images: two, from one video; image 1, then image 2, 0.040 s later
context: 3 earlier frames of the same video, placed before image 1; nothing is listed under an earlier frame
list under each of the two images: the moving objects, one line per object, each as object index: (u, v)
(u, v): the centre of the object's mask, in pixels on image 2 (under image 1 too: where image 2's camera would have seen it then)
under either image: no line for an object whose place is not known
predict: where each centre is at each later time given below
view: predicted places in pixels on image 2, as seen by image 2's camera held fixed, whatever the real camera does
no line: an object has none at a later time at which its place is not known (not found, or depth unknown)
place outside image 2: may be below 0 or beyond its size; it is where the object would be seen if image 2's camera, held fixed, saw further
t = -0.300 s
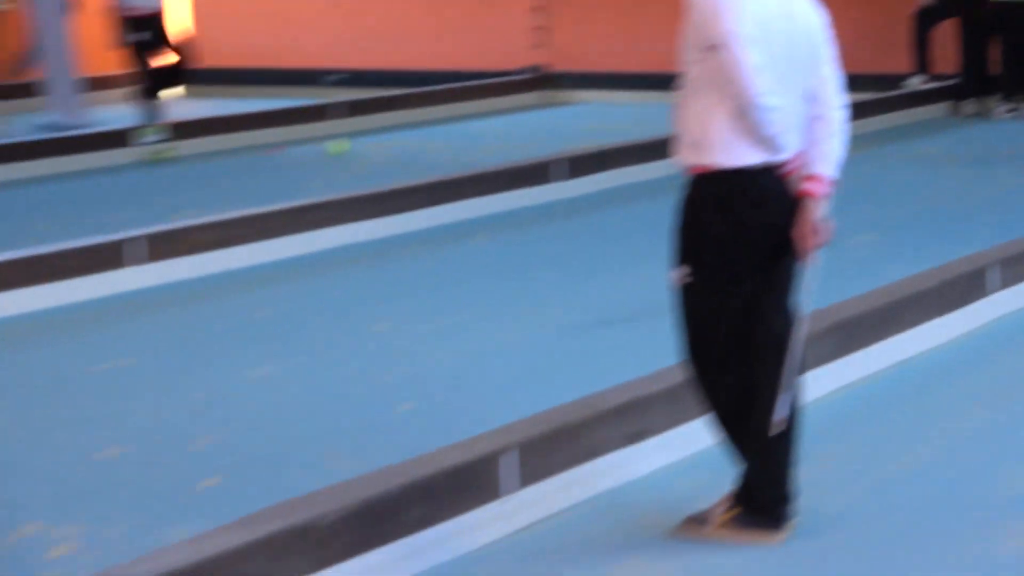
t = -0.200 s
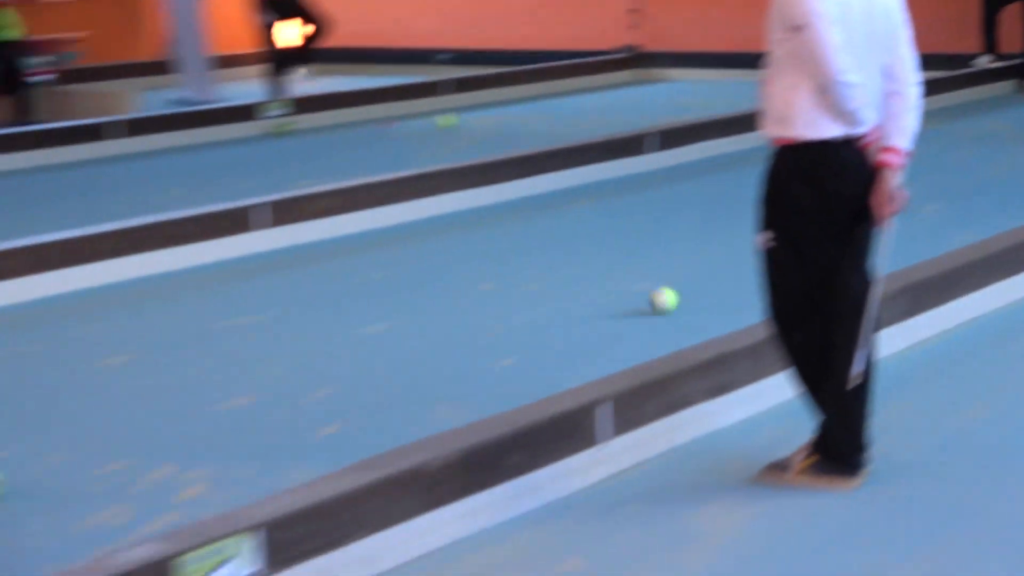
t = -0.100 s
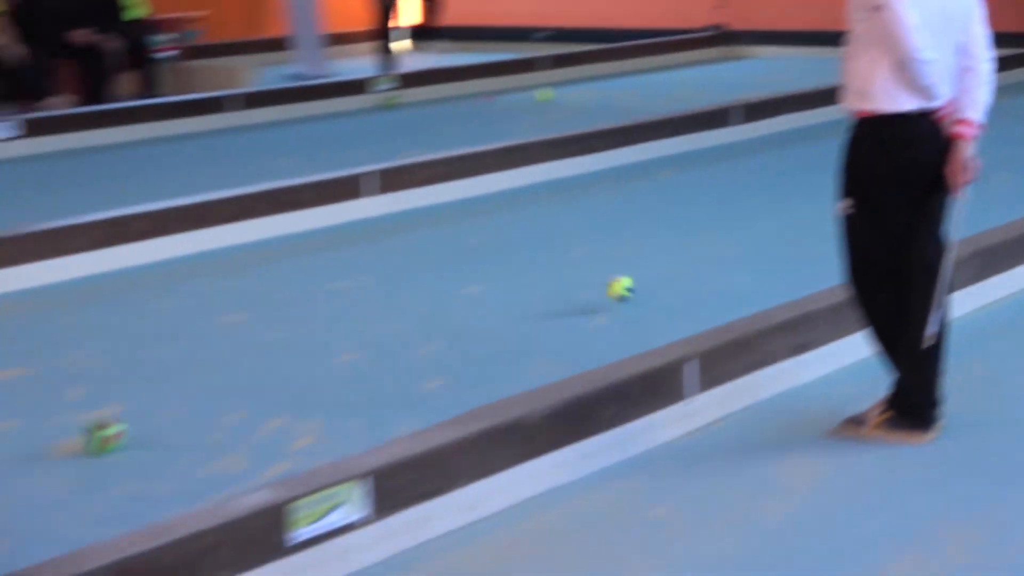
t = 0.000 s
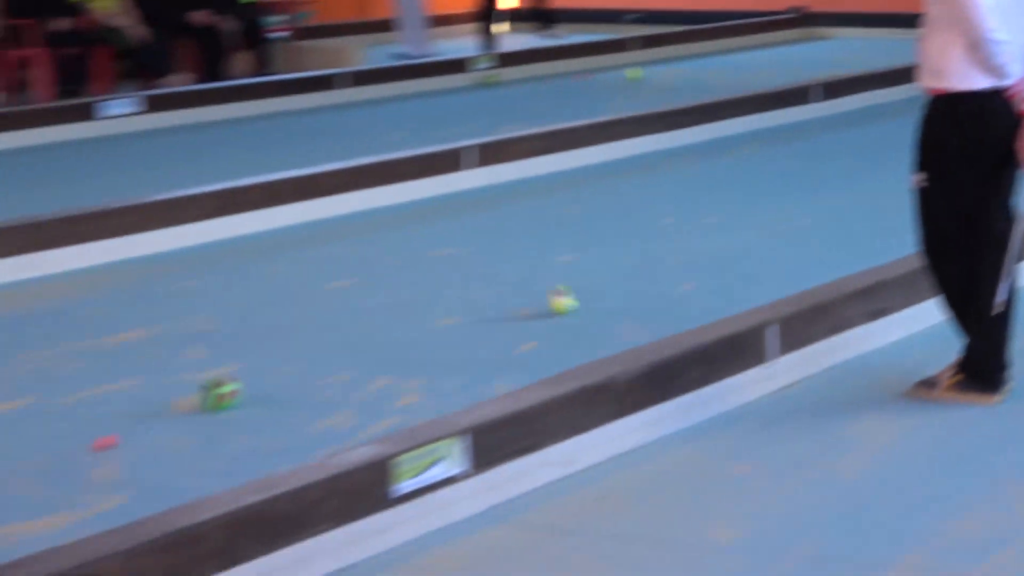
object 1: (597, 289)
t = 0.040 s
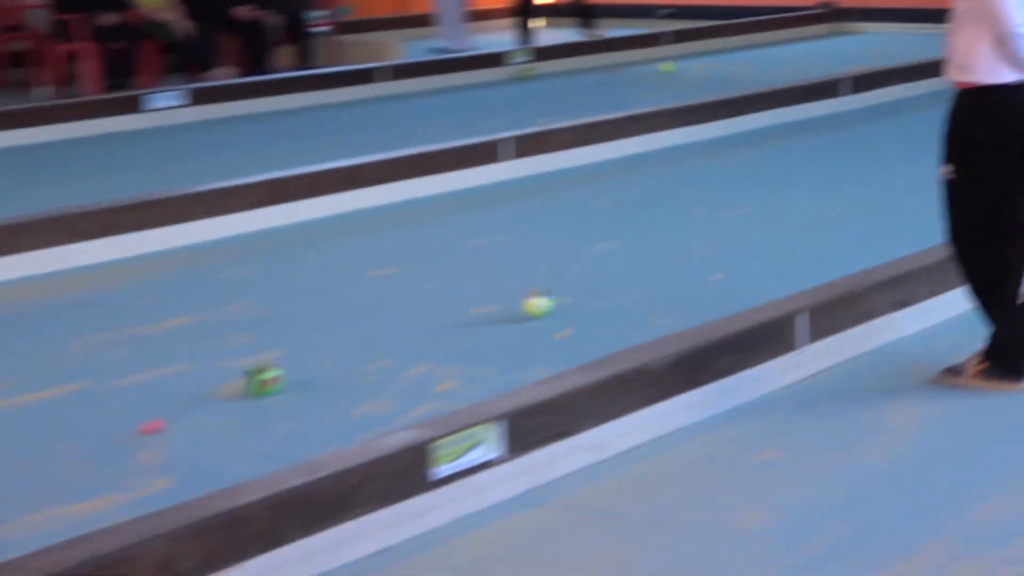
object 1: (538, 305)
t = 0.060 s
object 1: (505, 314)
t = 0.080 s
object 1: (472, 324)
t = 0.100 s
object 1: (438, 334)
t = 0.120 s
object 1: (402, 342)
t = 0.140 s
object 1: (366, 351)
